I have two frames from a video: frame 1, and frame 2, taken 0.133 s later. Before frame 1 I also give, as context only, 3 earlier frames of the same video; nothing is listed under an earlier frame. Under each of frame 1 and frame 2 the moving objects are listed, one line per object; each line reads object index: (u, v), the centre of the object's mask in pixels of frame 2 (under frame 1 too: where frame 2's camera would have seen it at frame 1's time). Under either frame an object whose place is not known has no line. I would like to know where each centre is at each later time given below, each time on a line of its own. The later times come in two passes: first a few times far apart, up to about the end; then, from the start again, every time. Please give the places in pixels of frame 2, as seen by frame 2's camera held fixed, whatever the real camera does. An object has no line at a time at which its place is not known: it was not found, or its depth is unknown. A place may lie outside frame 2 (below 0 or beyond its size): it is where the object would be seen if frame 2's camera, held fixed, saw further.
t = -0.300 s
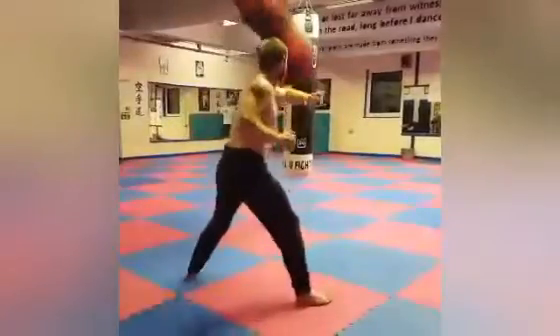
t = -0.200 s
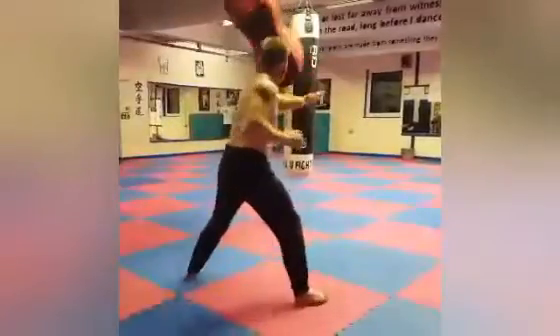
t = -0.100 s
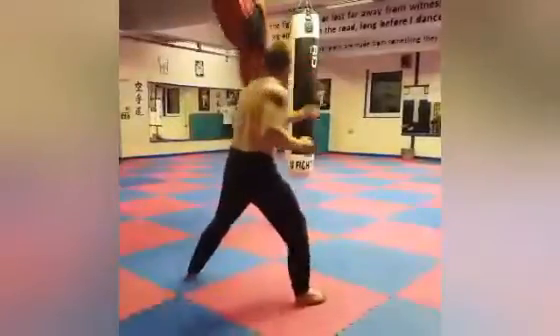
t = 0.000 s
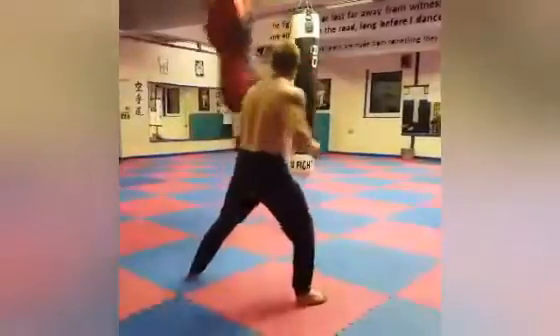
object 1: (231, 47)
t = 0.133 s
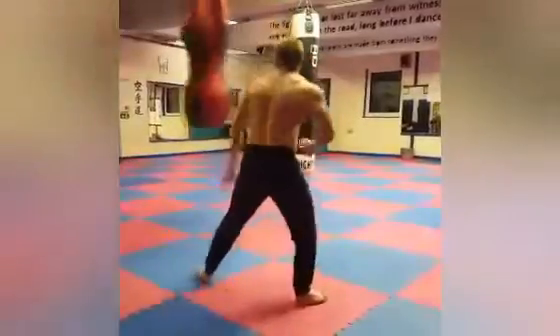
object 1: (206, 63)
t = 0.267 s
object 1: (174, 63)
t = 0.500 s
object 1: (140, 32)
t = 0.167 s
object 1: (198, 62)
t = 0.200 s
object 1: (190, 62)
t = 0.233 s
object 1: (183, 63)
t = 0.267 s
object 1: (174, 63)
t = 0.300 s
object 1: (166, 62)
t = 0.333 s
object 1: (158, 60)
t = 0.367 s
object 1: (151, 56)
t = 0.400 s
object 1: (147, 50)
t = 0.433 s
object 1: (143, 43)
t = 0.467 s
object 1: (142, 38)
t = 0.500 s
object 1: (140, 32)
